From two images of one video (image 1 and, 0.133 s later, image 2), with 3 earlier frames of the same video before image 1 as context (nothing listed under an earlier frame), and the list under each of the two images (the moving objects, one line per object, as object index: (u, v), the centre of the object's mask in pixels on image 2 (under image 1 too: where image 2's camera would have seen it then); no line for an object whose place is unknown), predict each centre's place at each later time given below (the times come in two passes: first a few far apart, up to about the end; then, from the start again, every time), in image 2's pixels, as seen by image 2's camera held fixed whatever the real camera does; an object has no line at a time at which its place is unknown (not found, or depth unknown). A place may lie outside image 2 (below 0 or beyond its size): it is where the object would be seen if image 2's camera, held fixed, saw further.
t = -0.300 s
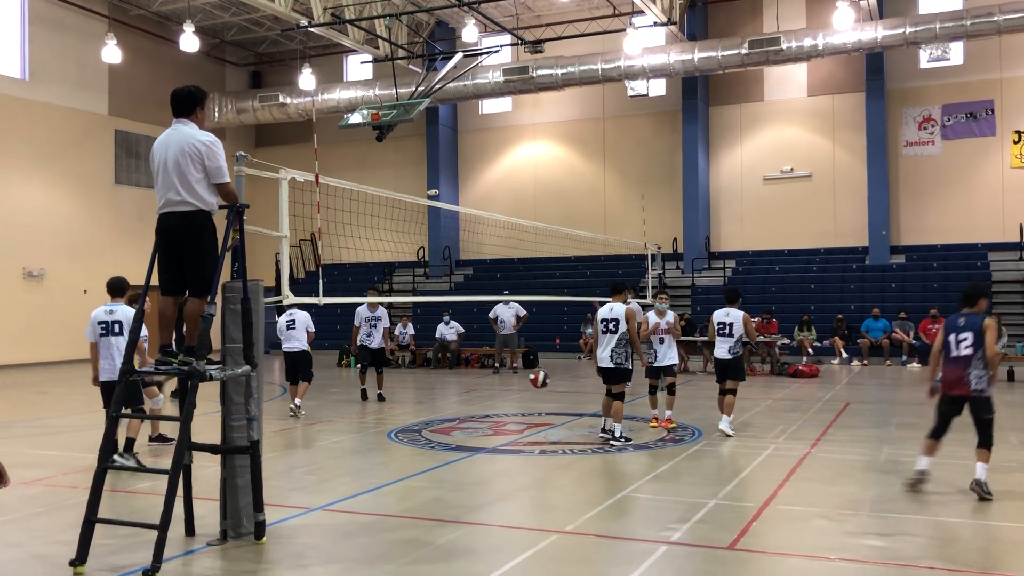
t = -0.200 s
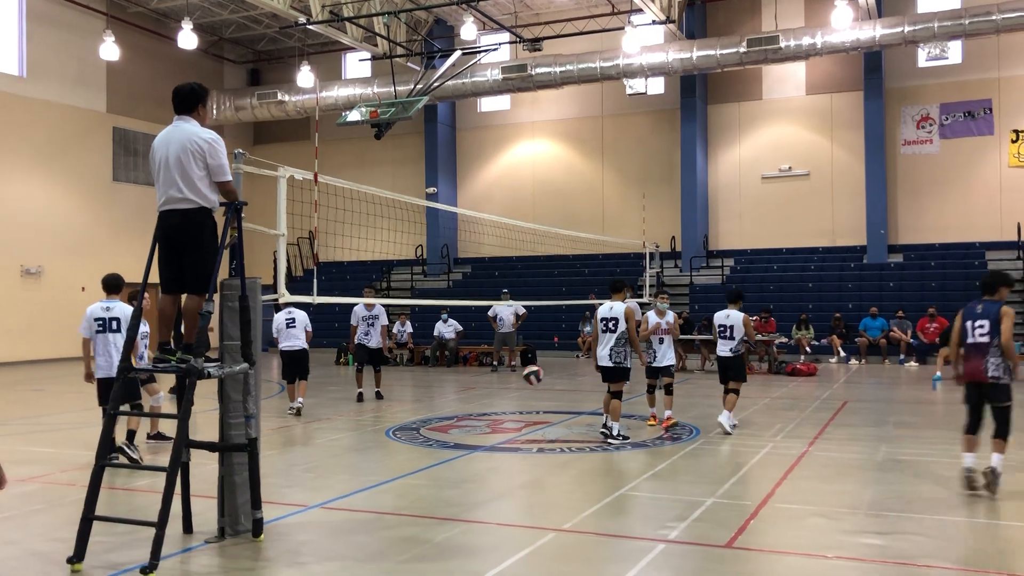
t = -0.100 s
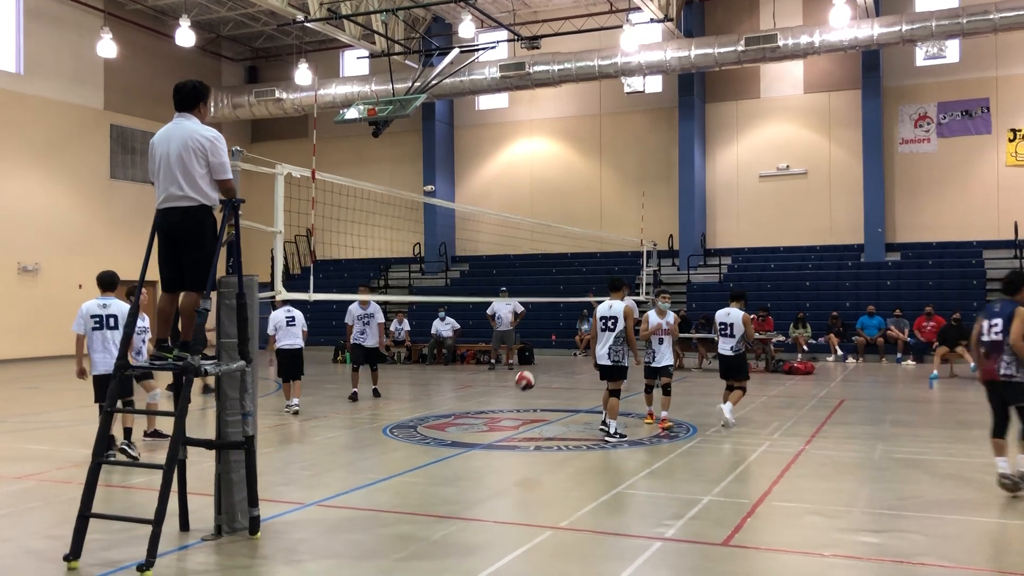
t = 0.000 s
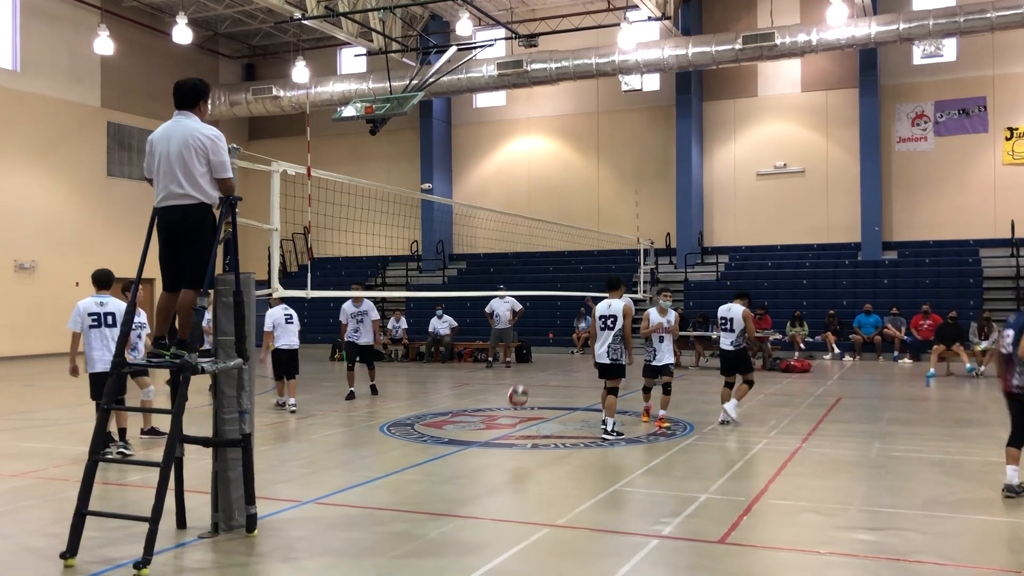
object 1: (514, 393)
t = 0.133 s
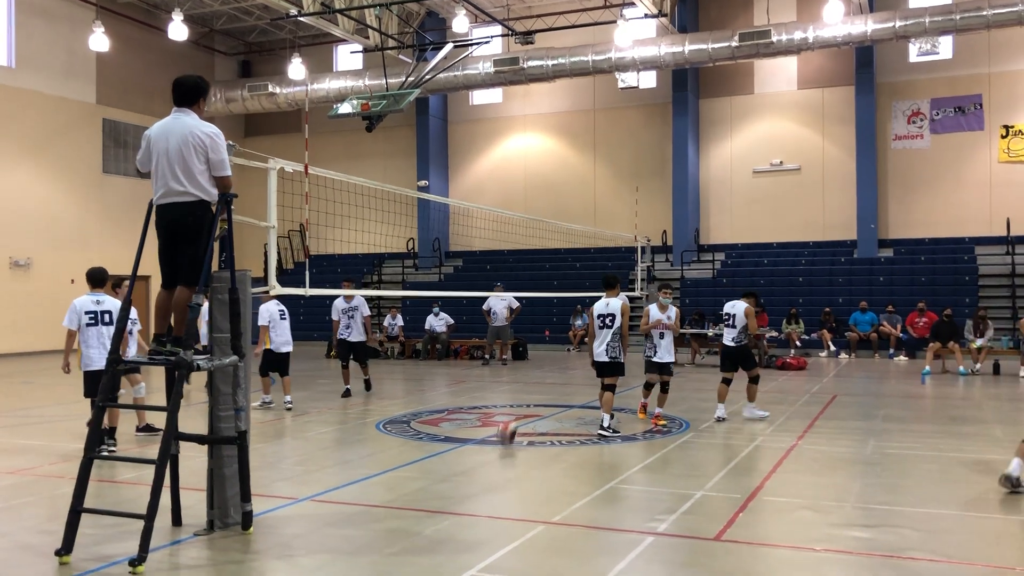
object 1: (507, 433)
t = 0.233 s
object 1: (502, 420)
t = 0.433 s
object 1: (492, 401)
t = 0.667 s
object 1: (479, 429)
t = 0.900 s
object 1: (469, 427)
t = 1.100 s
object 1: (459, 437)
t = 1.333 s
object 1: (450, 444)
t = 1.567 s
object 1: (440, 463)
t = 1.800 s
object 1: (430, 466)
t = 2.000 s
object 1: (421, 471)
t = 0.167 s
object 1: (505, 434)
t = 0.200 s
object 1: (504, 426)
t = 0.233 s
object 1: (502, 420)
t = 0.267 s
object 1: (500, 414)
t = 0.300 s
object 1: (499, 409)
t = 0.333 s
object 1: (498, 405)
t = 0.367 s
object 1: (495, 403)
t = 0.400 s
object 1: (494, 401)
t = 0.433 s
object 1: (492, 401)
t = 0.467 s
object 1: (490, 402)
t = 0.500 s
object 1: (488, 404)
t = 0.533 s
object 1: (487, 406)
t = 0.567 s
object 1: (485, 410)
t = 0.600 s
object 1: (484, 415)
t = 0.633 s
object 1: (482, 422)
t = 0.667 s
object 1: (479, 429)
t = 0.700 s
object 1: (478, 439)
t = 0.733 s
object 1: (476, 448)
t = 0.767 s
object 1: (475, 442)
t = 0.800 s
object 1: (473, 437)
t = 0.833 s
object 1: (472, 431)
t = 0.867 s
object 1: (470, 429)
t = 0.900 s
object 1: (469, 427)
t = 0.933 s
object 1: (467, 426)
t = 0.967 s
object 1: (466, 426)
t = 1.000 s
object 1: (464, 427)
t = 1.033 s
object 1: (463, 429)
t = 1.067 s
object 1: (461, 432)
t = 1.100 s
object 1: (459, 437)
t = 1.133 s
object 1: (458, 443)
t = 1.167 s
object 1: (457, 450)
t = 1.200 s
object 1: (455, 457)
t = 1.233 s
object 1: (454, 452)
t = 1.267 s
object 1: (453, 448)
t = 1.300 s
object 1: (451, 446)
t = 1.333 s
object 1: (450, 444)
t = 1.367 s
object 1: (449, 444)
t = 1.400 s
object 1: (447, 445)
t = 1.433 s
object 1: (446, 447)
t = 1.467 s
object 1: (444, 450)
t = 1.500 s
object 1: (443, 455)
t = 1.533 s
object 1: (442, 460)
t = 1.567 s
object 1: (440, 463)
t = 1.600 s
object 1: (439, 460)
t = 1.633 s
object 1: (438, 458)
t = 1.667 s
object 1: (436, 457)
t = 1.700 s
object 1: (435, 457)
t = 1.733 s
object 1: (433, 459)
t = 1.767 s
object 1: (432, 461)
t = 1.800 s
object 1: (430, 466)
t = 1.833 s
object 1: (429, 471)
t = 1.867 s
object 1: (428, 468)
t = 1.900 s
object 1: (426, 467)
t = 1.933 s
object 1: (425, 467)
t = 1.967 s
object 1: (423, 468)
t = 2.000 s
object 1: (421, 471)
